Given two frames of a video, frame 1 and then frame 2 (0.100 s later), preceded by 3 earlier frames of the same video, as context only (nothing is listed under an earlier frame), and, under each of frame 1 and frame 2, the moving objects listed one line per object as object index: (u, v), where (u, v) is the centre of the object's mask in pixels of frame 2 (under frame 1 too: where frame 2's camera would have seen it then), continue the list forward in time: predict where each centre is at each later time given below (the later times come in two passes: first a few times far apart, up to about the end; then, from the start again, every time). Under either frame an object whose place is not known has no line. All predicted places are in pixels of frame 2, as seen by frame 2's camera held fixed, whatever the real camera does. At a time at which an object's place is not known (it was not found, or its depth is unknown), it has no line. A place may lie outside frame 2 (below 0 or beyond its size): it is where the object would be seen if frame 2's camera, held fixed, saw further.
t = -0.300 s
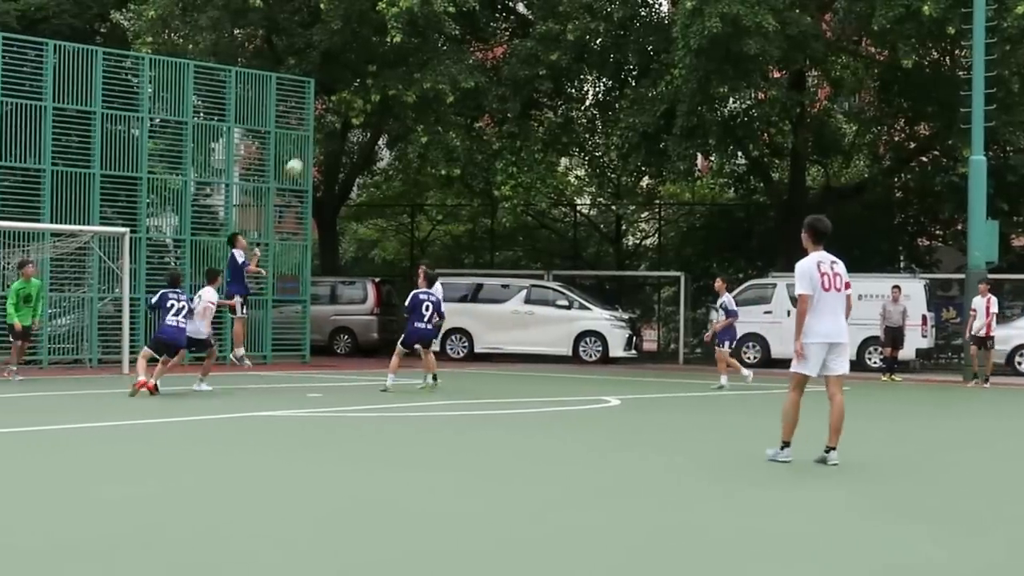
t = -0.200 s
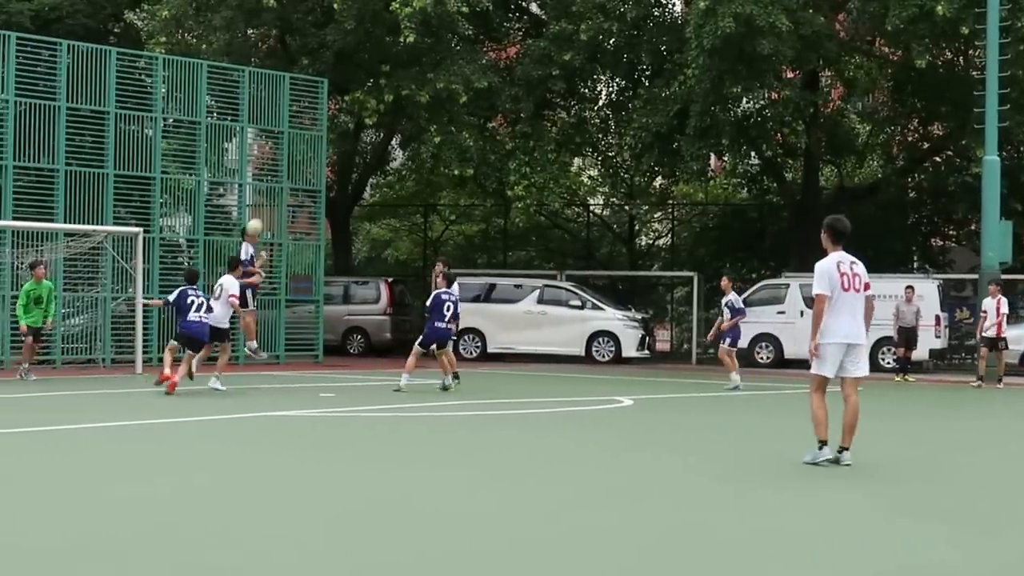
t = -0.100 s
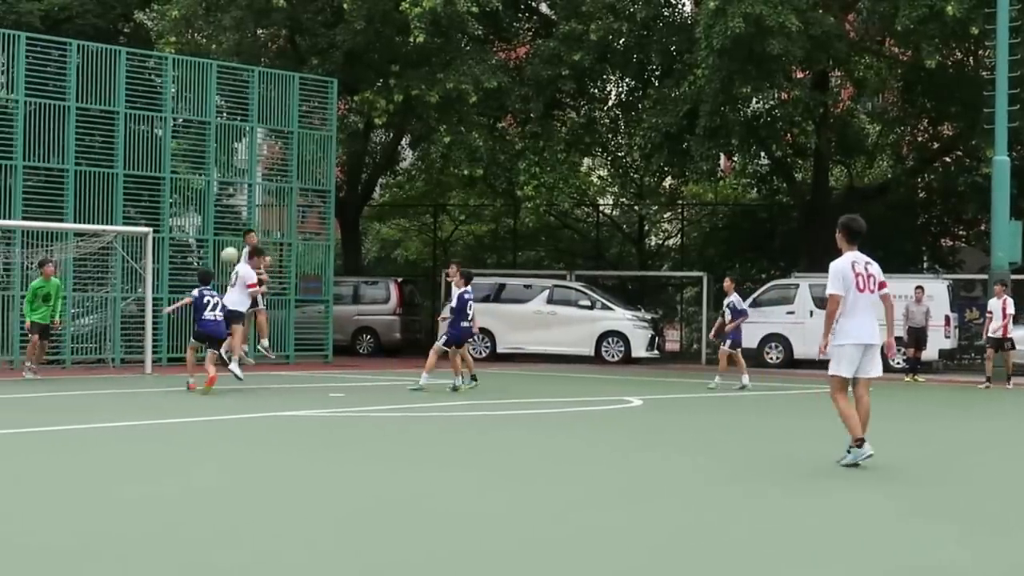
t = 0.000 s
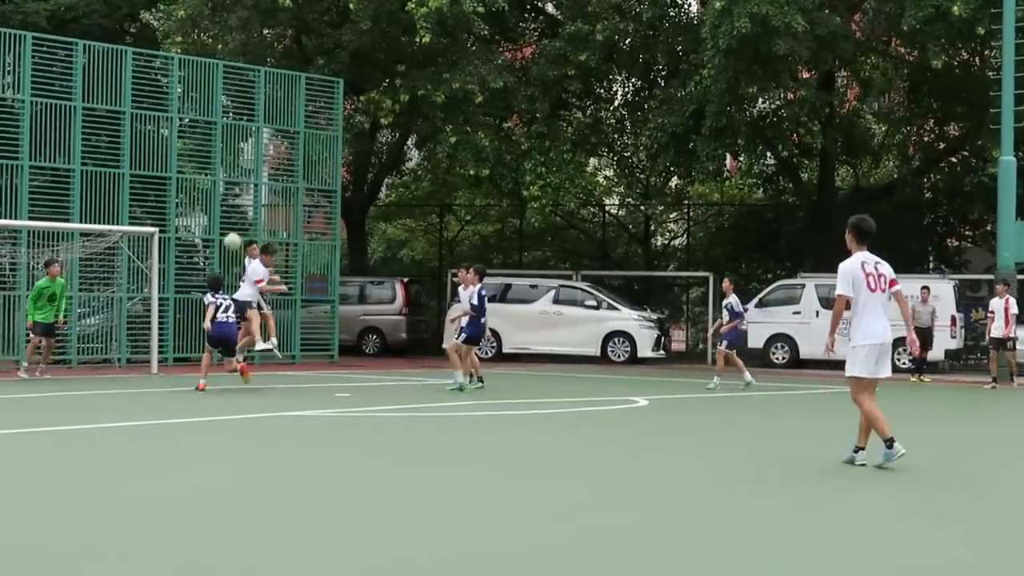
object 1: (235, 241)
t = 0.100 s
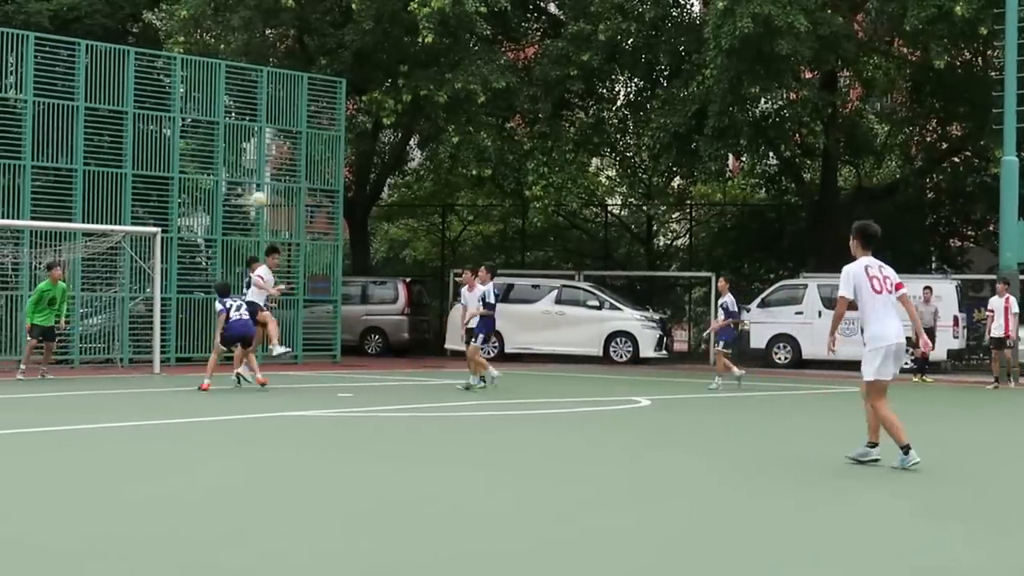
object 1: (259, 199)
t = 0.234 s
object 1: (290, 157)
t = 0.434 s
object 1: (338, 119)
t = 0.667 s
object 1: (392, 116)
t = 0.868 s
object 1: (439, 149)
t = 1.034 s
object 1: (478, 202)
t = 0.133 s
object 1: (267, 187)
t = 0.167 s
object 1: (275, 177)
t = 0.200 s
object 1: (282, 166)
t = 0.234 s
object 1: (290, 157)
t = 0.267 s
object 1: (298, 148)
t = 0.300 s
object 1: (306, 140)
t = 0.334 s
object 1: (314, 133)
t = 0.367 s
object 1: (322, 127)
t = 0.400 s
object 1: (330, 122)
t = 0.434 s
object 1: (338, 119)
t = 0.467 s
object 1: (346, 116)
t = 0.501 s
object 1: (353, 113)
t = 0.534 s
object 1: (361, 113)
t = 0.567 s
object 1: (369, 112)
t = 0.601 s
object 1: (377, 113)
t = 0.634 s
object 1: (385, 114)
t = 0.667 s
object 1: (392, 116)
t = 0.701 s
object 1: (400, 119)
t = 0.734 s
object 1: (408, 123)
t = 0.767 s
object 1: (416, 128)
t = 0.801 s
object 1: (423, 134)
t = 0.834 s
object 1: (431, 141)
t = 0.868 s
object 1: (439, 149)
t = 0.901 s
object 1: (447, 157)
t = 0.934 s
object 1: (454, 168)
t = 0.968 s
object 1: (462, 178)
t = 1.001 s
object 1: (470, 190)
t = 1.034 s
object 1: (478, 202)
